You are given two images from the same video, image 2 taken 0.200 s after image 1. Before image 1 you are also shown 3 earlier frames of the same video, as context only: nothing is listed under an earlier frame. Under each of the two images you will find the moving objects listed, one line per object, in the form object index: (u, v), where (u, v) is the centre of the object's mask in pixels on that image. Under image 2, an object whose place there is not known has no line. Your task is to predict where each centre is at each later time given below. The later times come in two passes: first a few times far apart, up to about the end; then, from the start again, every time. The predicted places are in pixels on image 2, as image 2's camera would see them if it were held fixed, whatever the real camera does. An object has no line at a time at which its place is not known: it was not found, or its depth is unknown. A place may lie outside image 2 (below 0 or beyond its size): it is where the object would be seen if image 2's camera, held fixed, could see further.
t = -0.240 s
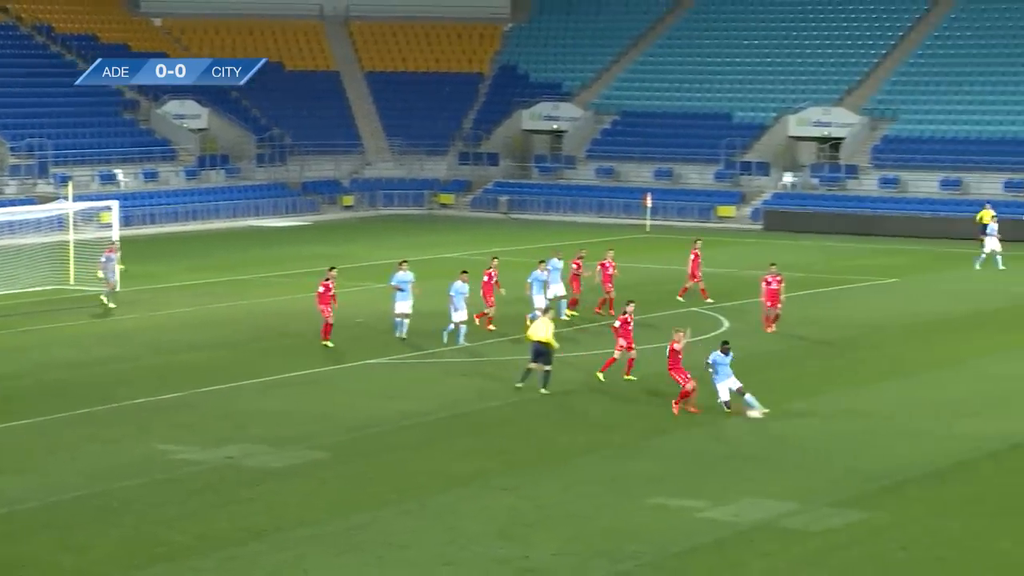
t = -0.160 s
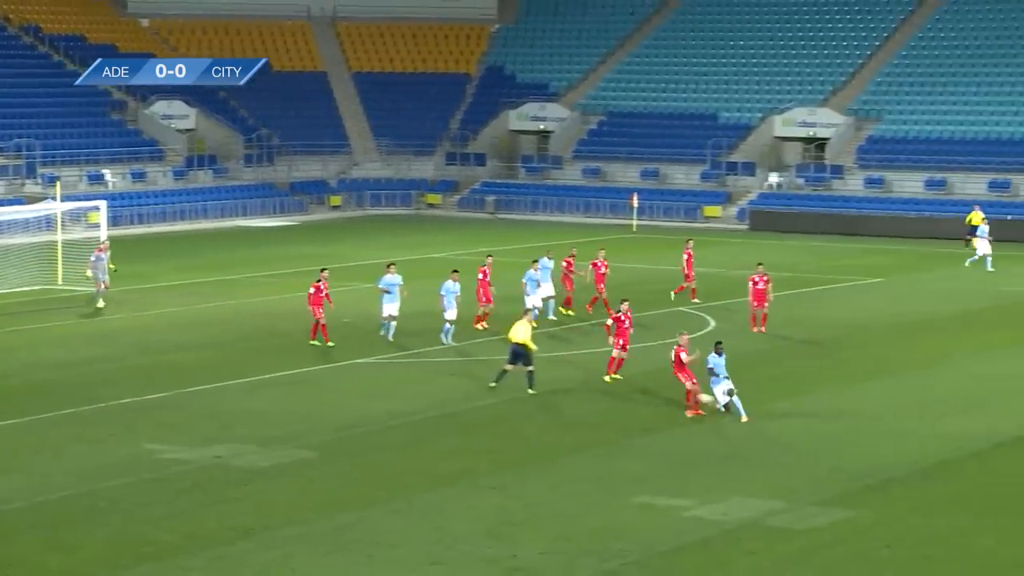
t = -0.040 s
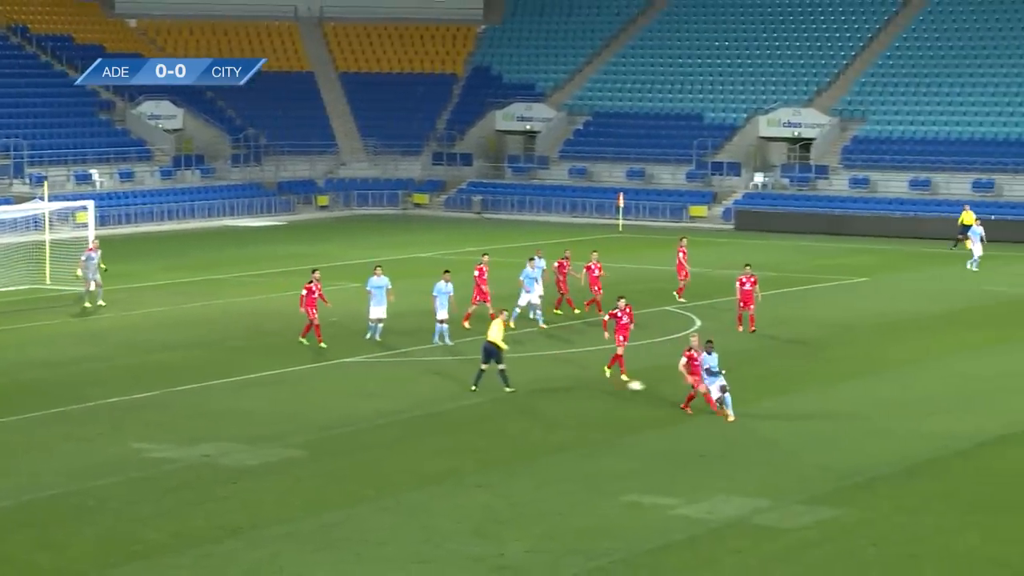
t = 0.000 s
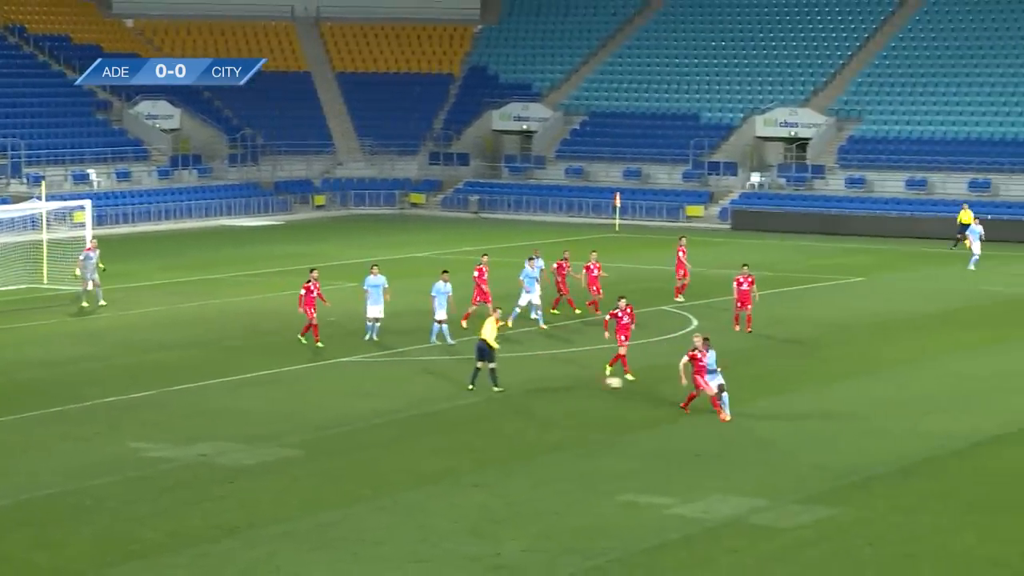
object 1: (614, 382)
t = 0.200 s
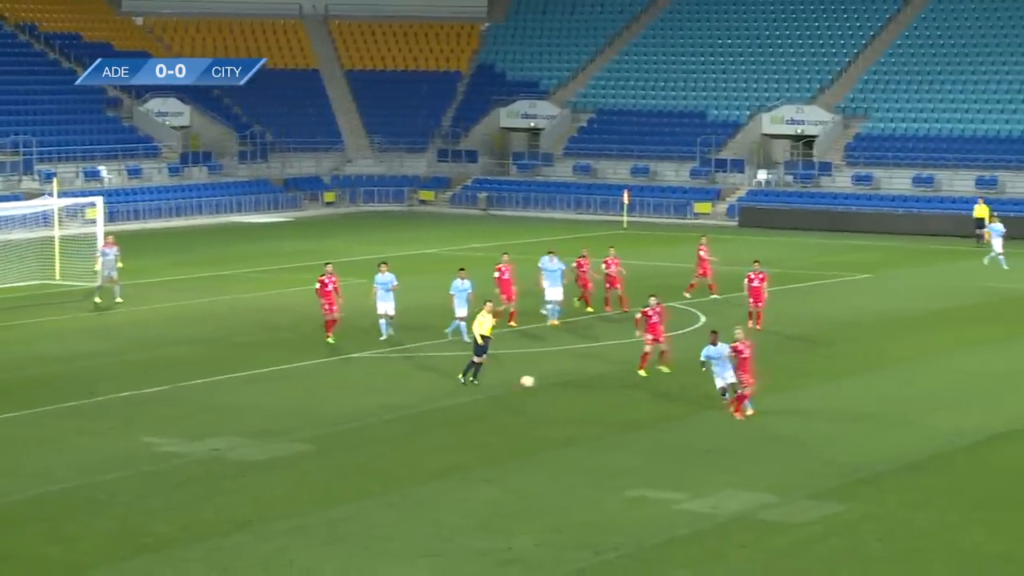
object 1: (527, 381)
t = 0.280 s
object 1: (488, 390)
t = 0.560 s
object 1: (349, 450)
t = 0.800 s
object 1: (257, 434)
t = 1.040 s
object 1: (163, 451)
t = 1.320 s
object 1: (51, 480)
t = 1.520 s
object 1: (-32, 485)
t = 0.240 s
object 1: (508, 385)
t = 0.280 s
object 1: (488, 390)
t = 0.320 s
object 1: (467, 395)
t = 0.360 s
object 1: (448, 402)
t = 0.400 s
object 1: (429, 410)
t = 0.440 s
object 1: (409, 418)
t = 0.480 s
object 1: (389, 429)
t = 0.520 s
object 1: (369, 439)
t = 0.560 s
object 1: (349, 450)
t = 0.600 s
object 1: (333, 448)
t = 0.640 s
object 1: (318, 443)
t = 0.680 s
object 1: (303, 439)
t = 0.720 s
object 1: (288, 436)
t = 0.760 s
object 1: (273, 435)
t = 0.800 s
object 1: (257, 434)
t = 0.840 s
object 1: (242, 434)
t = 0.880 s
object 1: (226, 435)
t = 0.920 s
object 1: (210, 437)
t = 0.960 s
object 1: (194, 441)
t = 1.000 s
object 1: (179, 445)
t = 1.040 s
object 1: (163, 451)
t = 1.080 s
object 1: (147, 457)
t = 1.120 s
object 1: (130, 465)
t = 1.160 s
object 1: (113, 475)
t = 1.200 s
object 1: (98, 485)
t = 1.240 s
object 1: (82, 486)
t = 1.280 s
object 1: (66, 482)
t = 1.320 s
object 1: (51, 480)
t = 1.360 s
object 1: (34, 479)
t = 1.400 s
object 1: (18, 479)
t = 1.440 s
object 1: (1, 480)
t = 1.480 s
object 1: (-15, 482)
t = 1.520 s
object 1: (-32, 485)
